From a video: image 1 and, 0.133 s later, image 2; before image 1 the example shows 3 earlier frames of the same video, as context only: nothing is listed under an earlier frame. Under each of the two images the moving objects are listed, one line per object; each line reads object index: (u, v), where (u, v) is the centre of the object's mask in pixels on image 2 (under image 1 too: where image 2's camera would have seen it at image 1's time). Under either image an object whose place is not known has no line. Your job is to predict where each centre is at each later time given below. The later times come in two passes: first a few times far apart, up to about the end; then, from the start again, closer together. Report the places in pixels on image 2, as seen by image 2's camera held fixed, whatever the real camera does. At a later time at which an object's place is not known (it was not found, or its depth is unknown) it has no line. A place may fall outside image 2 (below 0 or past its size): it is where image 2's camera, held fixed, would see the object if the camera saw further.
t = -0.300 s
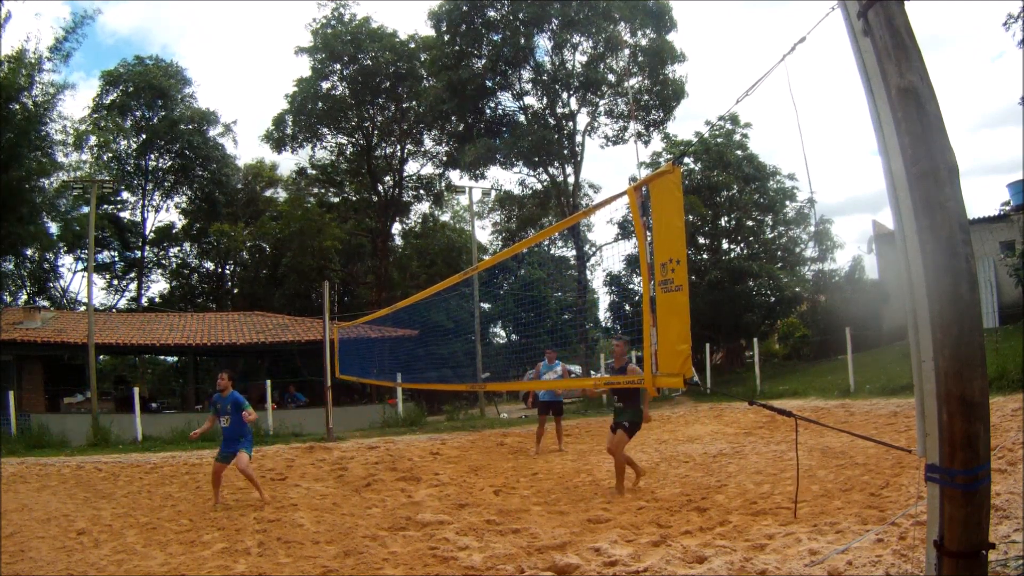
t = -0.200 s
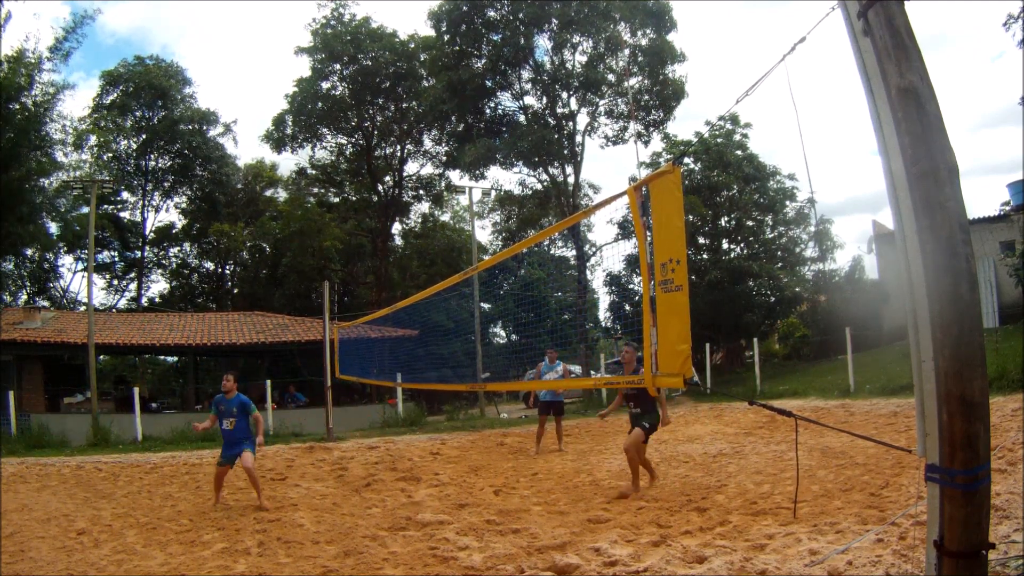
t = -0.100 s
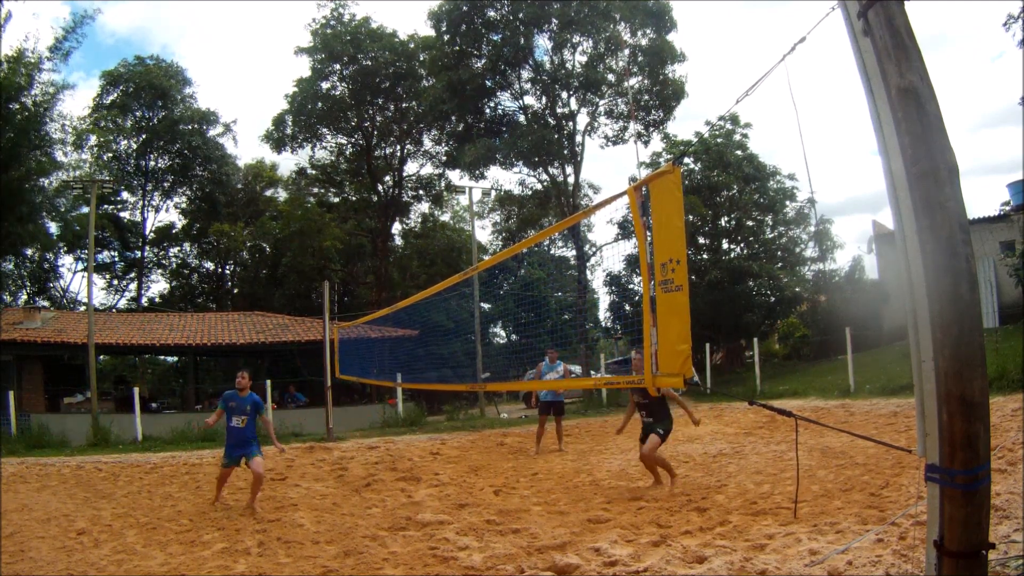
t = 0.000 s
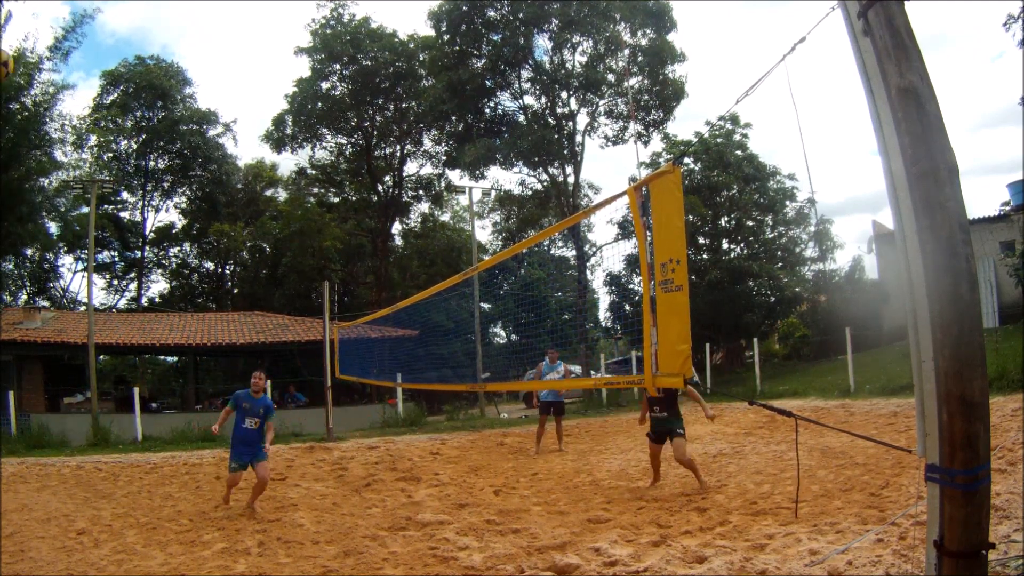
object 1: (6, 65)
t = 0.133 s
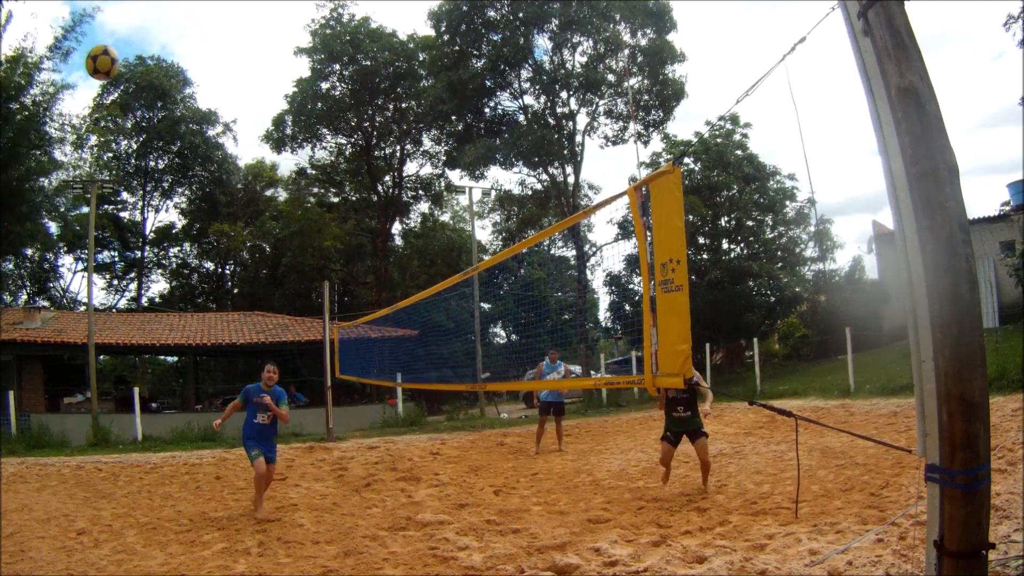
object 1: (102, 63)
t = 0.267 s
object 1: (216, 92)
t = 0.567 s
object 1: (500, 294)
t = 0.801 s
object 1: (551, 372)
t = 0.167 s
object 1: (129, 67)
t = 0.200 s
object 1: (158, 74)
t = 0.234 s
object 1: (186, 81)
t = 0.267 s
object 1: (216, 92)
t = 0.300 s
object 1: (246, 106)
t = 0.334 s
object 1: (277, 122)
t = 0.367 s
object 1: (308, 138)
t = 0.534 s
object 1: (468, 263)
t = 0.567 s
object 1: (500, 294)
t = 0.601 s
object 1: (531, 326)
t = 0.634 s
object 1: (559, 357)
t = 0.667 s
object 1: (572, 371)
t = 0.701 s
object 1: (572, 372)
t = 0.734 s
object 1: (566, 370)
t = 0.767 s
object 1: (559, 371)
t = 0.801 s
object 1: (551, 372)
